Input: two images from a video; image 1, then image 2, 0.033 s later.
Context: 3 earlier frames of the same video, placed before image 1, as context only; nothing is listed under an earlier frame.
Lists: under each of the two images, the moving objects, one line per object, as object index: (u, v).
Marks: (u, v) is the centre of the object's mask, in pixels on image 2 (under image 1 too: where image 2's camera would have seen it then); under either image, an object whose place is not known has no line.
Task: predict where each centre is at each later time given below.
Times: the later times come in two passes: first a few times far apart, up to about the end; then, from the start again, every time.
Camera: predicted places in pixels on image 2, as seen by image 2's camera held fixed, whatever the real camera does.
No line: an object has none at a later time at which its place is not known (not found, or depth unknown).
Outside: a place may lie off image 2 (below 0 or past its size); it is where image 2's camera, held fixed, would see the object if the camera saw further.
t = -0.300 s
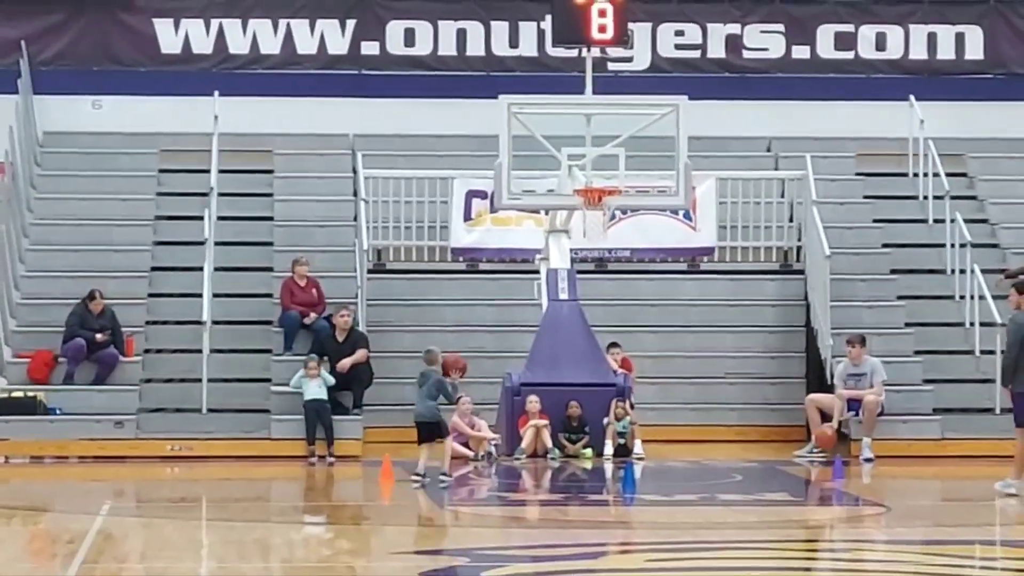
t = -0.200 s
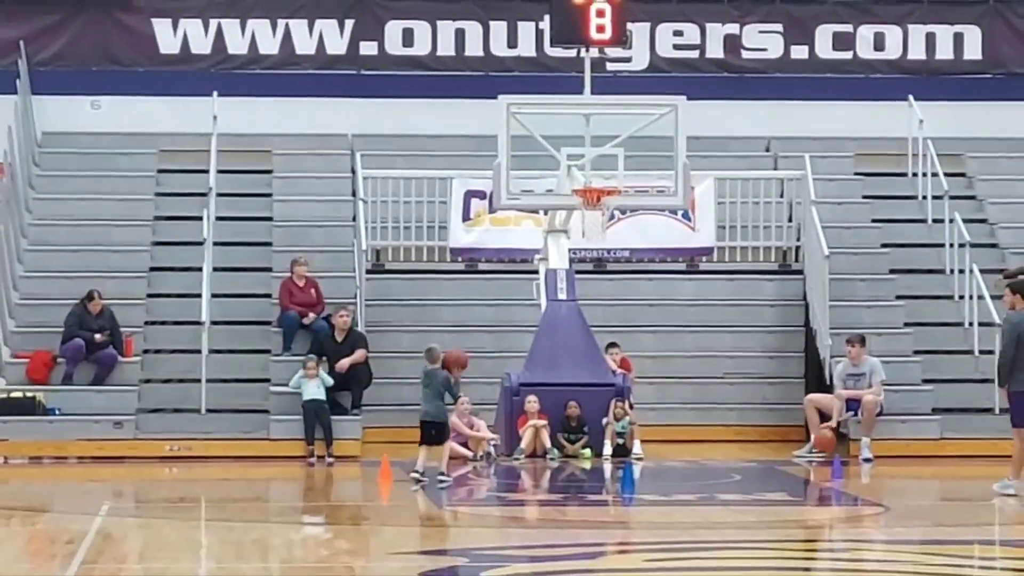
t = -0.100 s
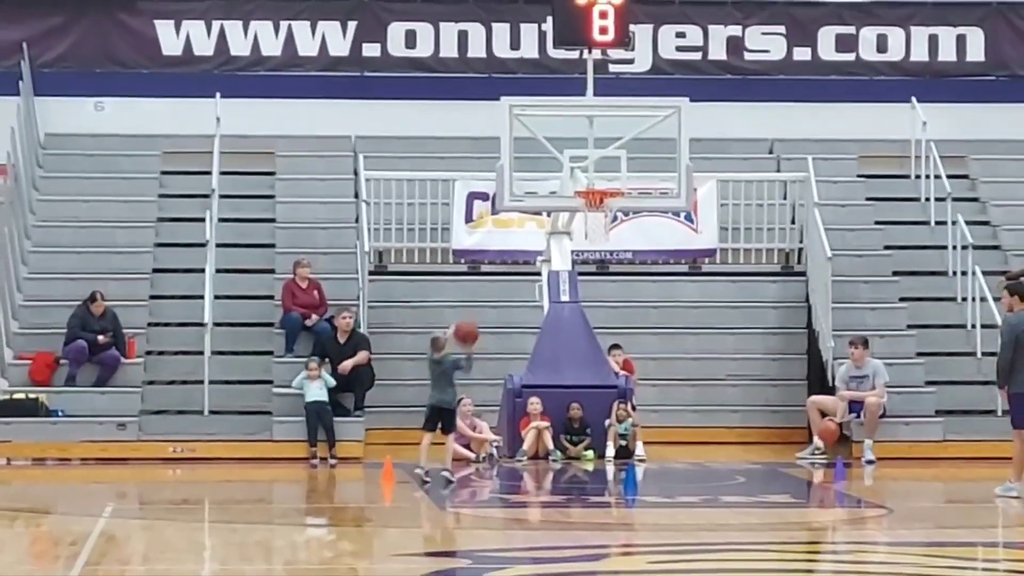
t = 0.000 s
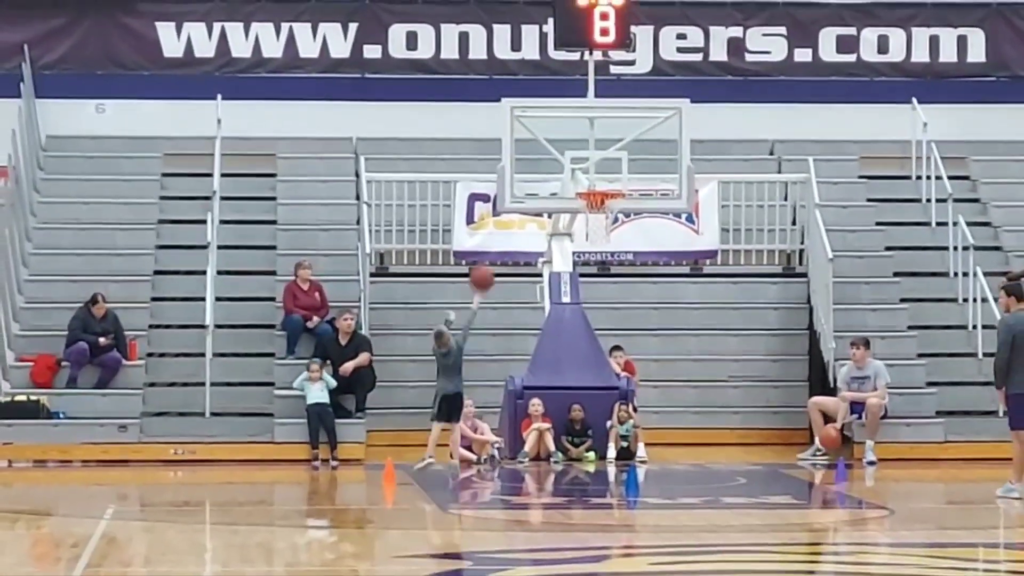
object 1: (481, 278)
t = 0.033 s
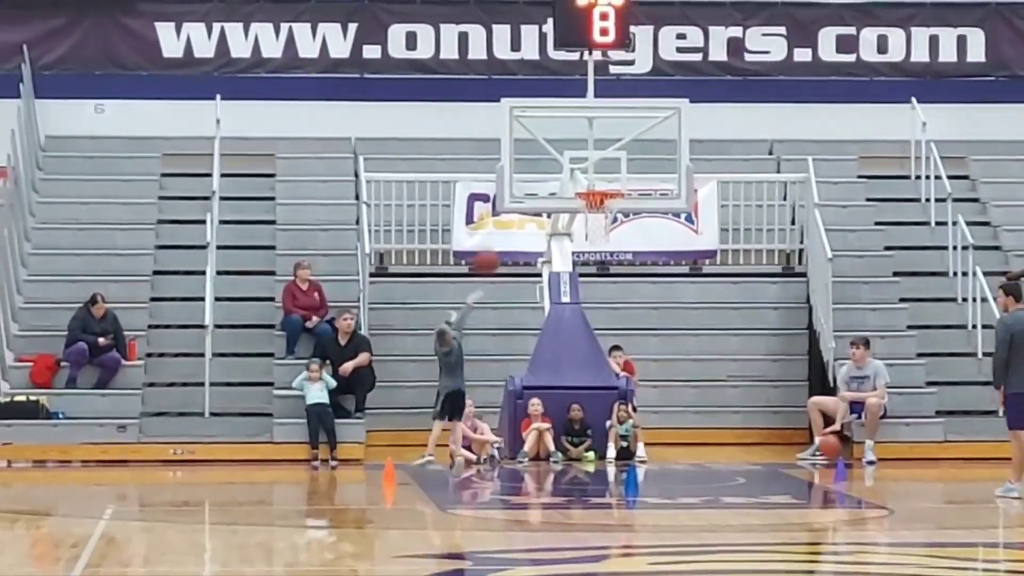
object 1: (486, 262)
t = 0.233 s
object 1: (516, 184)
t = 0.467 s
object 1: (548, 149)
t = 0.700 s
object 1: (578, 166)
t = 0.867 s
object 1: (594, 204)
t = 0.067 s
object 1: (491, 247)
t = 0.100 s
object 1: (496, 229)
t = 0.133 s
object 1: (502, 216)
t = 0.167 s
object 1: (506, 205)
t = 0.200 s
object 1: (511, 194)
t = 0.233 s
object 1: (516, 184)
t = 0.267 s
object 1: (521, 175)
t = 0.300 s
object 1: (525, 169)
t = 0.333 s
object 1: (530, 163)
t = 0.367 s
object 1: (535, 157)
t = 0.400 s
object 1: (539, 154)
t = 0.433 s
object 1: (544, 151)
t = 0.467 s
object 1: (548, 149)
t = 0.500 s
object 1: (553, 149)
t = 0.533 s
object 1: (557, 149)
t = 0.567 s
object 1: (562, 151)
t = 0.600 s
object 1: (566, 154)
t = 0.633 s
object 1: (571, 157)
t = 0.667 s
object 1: (575, 162)
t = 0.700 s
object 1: (578, 166)
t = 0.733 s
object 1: (581, 170)
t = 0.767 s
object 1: (585, 176)
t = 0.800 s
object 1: (589, 183)
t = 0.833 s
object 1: (593, 187)
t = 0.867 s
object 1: (594, 204)
